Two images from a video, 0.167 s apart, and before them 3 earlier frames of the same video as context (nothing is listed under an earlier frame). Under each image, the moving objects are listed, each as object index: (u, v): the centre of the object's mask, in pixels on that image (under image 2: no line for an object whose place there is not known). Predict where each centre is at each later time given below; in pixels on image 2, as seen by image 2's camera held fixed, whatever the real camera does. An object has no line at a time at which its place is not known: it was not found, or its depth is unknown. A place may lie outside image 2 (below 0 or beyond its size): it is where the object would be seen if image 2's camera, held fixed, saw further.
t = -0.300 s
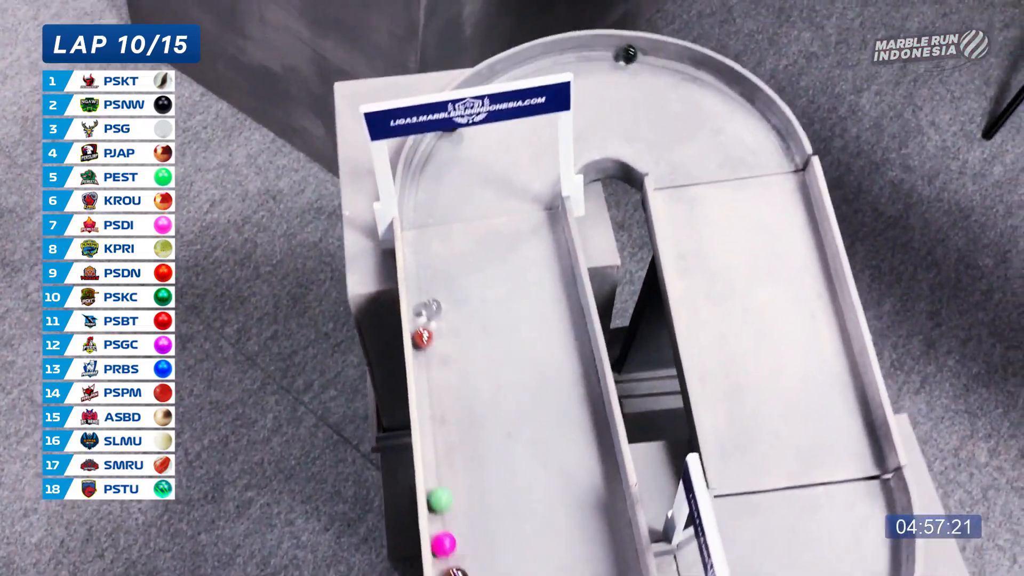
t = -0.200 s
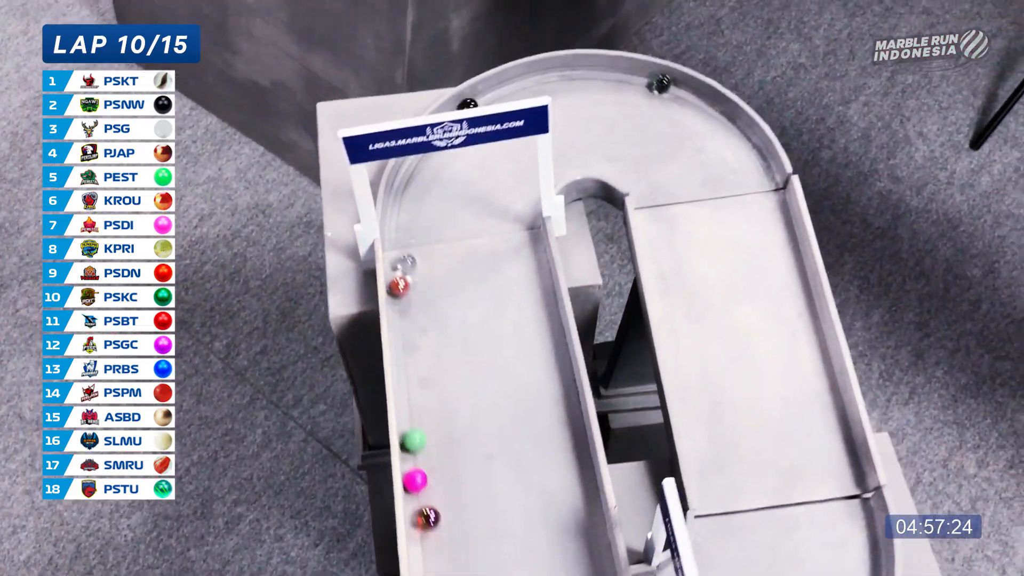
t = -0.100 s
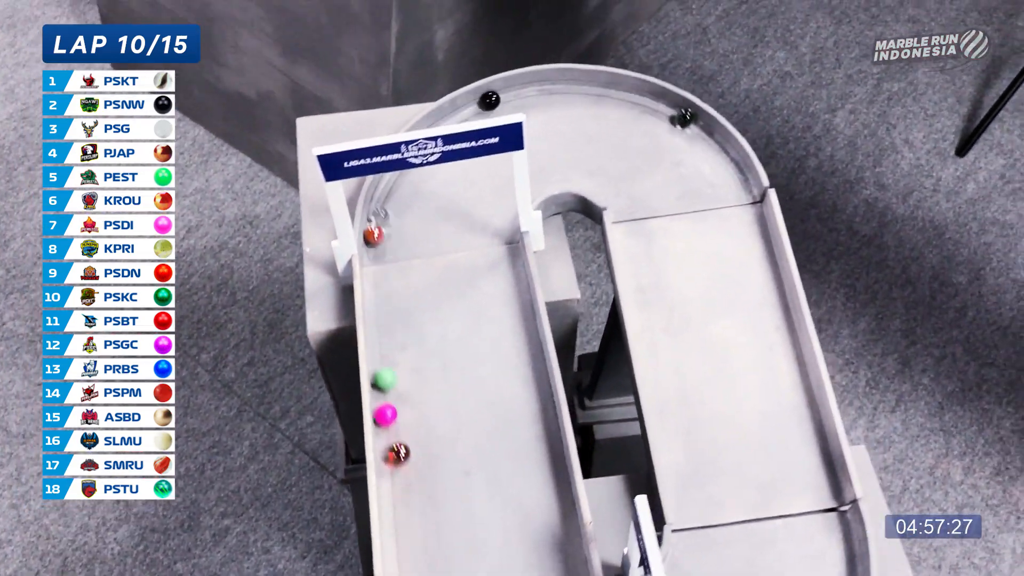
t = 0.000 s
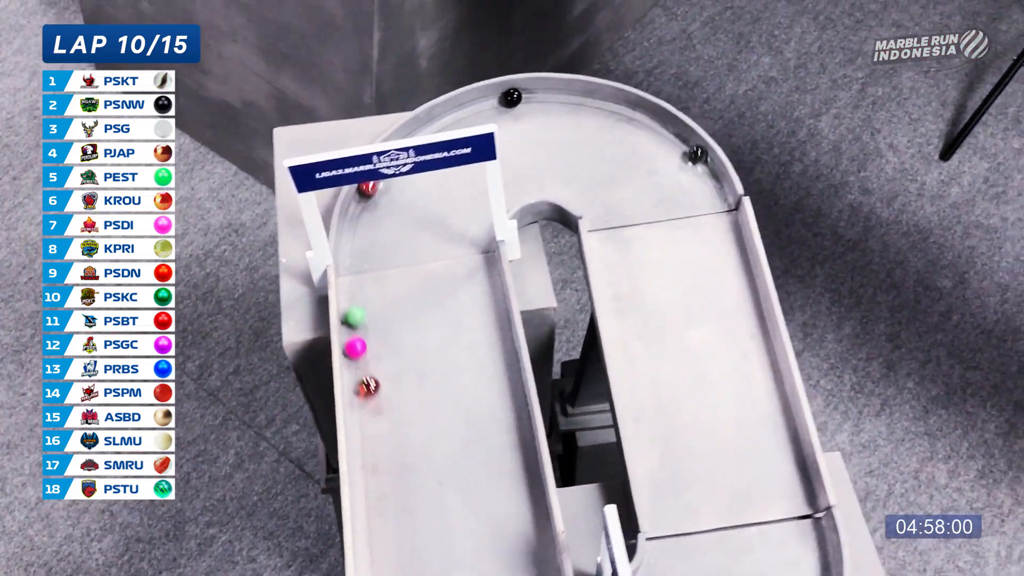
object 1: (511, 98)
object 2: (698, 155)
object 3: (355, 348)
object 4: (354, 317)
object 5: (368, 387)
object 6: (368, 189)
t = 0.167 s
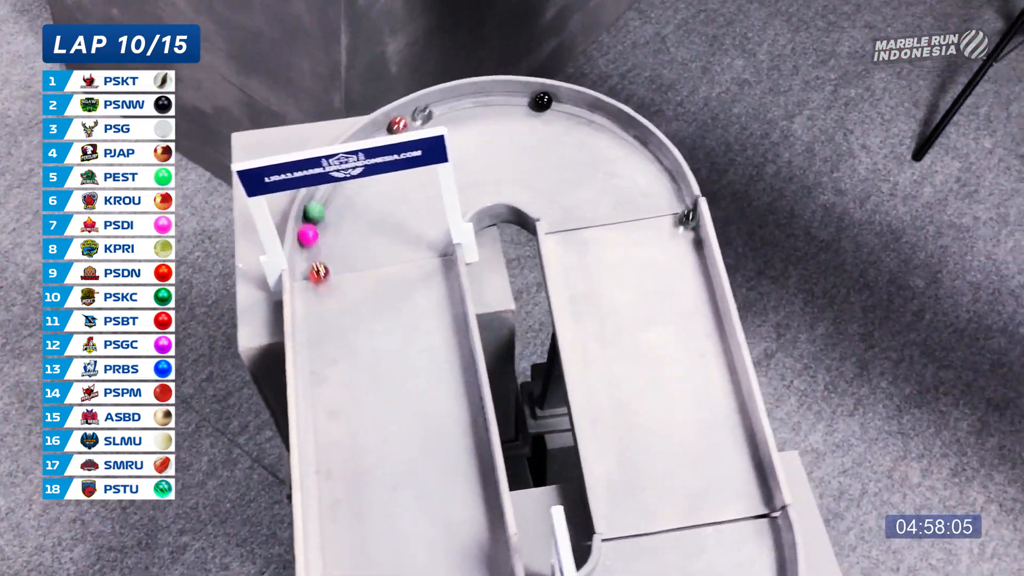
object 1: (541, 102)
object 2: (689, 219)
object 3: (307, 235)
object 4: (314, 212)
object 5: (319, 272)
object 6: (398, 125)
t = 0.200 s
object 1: (554, 105)
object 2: (692, 235)
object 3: (313, 215)
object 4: (324, 193)
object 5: (318, 253)
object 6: (416, 118)
